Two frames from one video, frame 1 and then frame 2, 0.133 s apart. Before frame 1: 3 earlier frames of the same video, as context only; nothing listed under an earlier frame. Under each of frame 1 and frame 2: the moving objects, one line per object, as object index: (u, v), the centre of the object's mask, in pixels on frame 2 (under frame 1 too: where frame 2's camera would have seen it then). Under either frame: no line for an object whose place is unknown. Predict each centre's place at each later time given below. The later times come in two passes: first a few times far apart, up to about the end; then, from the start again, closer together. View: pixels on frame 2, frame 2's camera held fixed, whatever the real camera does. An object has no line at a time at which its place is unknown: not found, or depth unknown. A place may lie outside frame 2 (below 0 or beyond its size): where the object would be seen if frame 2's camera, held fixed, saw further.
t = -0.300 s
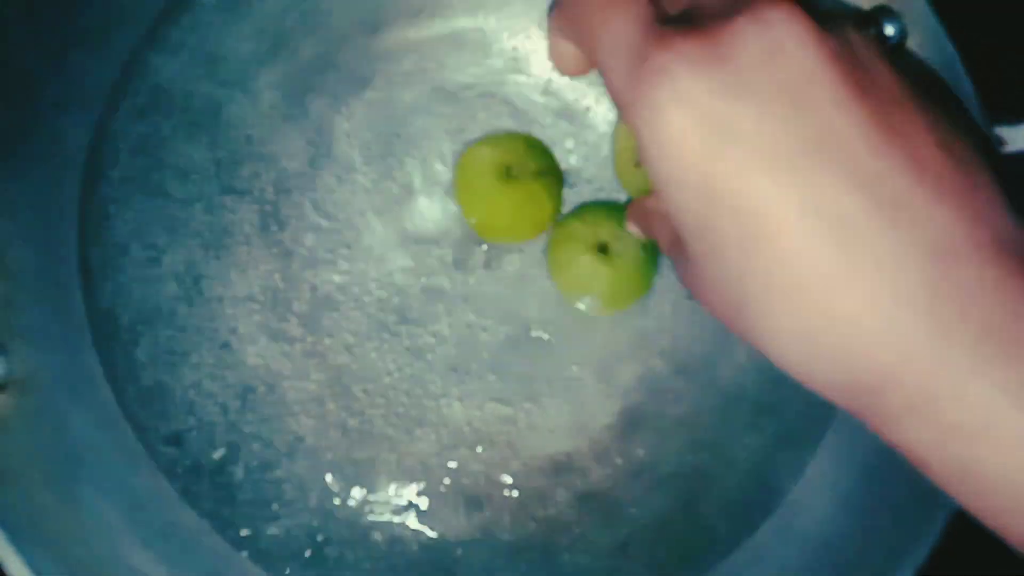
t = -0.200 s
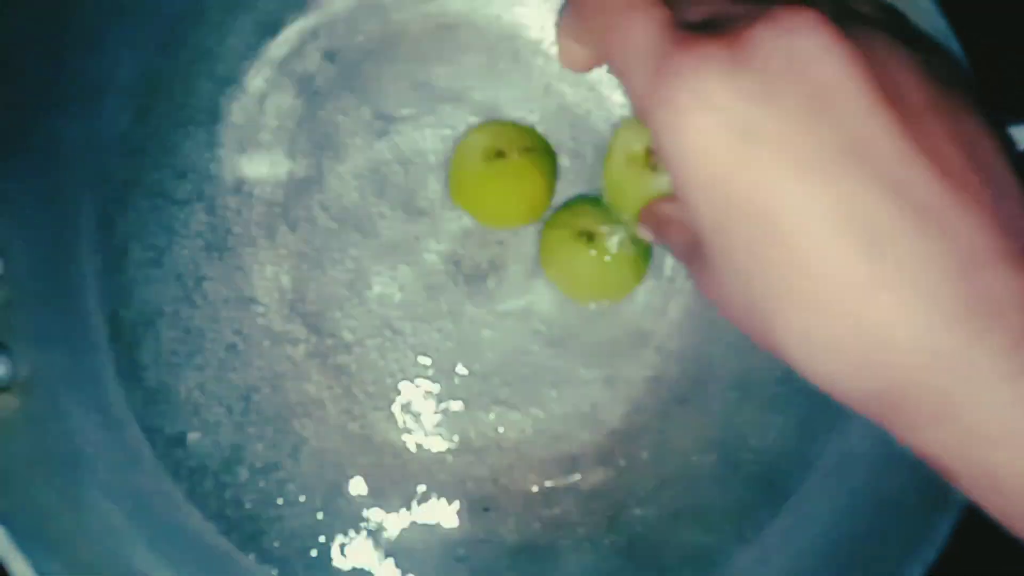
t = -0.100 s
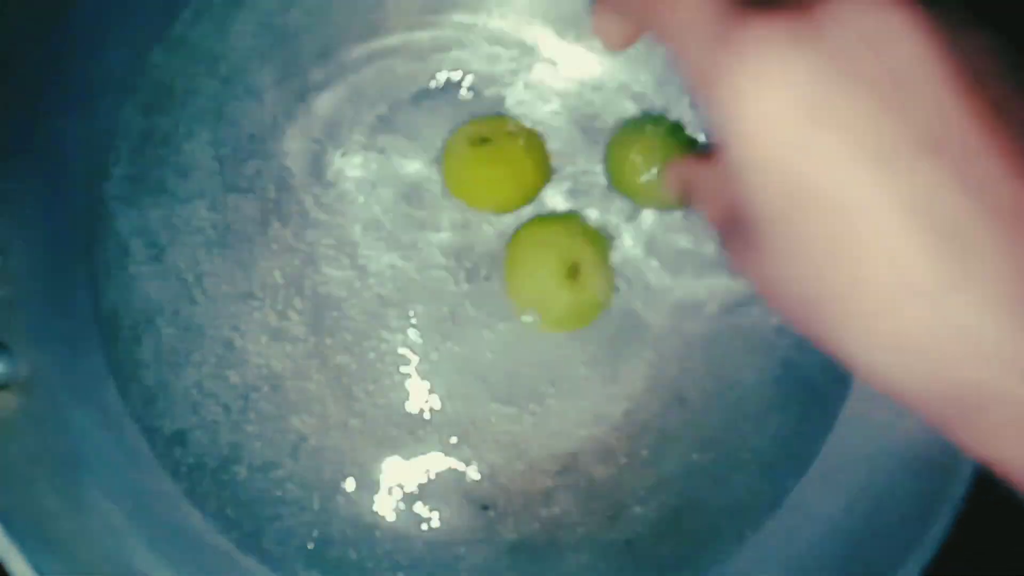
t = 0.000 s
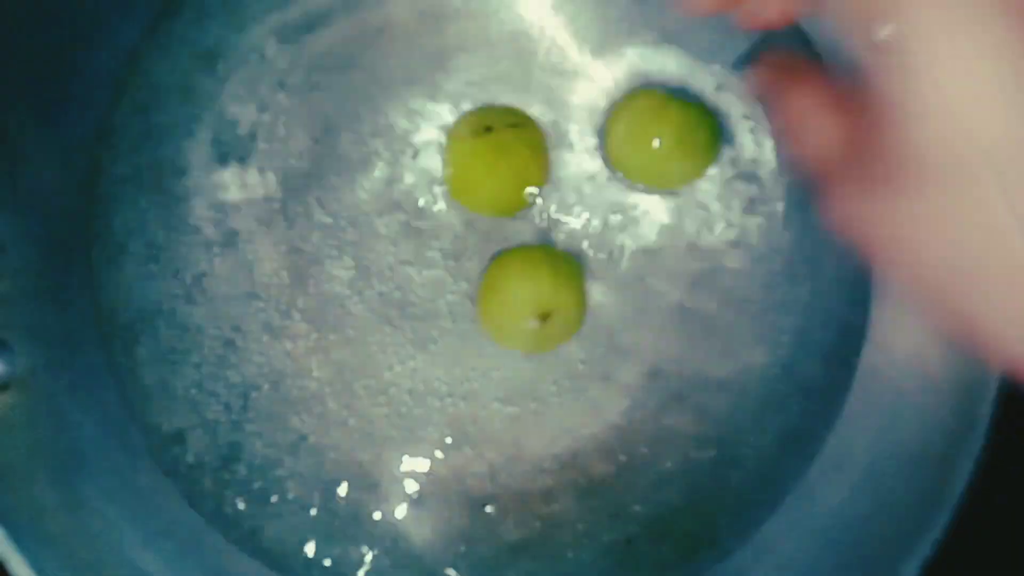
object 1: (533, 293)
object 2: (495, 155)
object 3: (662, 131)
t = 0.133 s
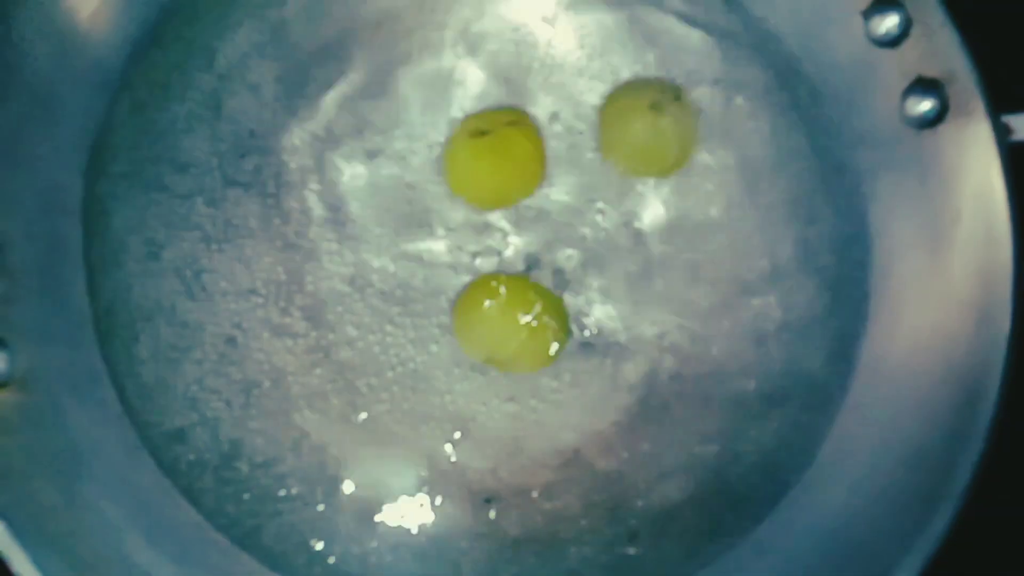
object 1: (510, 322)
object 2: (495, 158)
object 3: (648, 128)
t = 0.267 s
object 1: (498, 344)
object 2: (498, 160)
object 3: (624, 134)
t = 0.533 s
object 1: (473, 352)
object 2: (494, 172)
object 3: (597, 140)
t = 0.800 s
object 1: (463, 348)
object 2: (479, 198)
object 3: (580, 148)
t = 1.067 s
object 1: (479, 339)
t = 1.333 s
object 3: (557, 167)
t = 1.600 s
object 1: (490, 348)
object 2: (457, 235)
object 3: (545, 174)
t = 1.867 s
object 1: (483, 344)
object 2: (453, 236)
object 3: (539, 175)
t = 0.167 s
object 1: (507, 327)
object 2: (497, 157)
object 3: (642, 129)
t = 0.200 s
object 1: (502, 333)
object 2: (493, 158)
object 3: (638, 130)
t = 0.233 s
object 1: (500, 338)
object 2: (497, 159)
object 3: (630, 131)
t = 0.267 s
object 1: (498, 344)
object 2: (498, 160)
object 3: (624, 134)
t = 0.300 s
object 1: (494, 348)
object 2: (498, 161)
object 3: (615, 139)
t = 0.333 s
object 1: (491, 349)
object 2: (500, 163)
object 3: (612, 140)
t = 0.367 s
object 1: (488, 353)
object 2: (501, 165)
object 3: (607, 140)
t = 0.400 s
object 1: (485, 352)
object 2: (502, 165)
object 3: (603, 140)
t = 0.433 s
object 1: (481, 358)
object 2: (497, 165)
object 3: (602, 139)
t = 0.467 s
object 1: (478, 359)
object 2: (494, 169)
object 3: (606, 138)
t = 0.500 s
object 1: (473, 358)
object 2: (496, 171)
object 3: (605, 139)
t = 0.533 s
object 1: (473, 352)
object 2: (494, 172)
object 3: (597, 140)
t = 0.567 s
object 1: (471, 354)
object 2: (490, 174)
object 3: (593, 141)
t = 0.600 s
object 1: (467, 358)
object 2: (490, 177)
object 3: (590, 141)
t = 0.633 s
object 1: (467, 358)
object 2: (492, 179)
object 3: (587, 143)
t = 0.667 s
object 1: (467, 358)
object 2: (488, 184)
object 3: (584, 145)
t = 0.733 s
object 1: (463, 354)
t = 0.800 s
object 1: (463, 348)
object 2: (479, 198)
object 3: (580, 148)
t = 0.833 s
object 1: (464, 349)
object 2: (477, 200)
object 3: (578, 150)
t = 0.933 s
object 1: (468, 345)
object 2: (476, 211)
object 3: (575, 154)
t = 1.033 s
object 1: (475, 341)
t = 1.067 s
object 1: (479, 339)
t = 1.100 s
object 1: (481, 338)
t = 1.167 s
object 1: (485, 336)
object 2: (476, 225)
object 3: (564, 165)
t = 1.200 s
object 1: (488, 338)
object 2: (472, 226)
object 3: (560, 168)
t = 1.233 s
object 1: (490, 339)
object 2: (471, 227)
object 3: (558, 168)
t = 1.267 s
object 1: (492, 339)
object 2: (471, 226)
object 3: (558, 168)
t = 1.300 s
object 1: (494, 339)
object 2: (471, 227)
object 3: (558, 169)
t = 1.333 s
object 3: (557, 167)
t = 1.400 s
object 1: (494, 340)
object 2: (466, 228)
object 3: (555, 169)
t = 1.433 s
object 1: (495, 343)
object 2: (466, 230)
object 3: (554, 170)
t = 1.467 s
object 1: (494, 343)
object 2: (463, 231)
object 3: (551, 170)
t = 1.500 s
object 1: (494, 344)
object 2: (461, 231)
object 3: (550, 170)
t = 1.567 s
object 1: (492, 346)
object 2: (461, 233)
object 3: (547, 173)
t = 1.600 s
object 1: (490, 348)
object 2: (457, 235)
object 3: (545, 174)
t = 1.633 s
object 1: (489, 349)
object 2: (455, 236)
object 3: (545, 175)
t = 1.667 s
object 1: (487, 348)
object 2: (455, 236)
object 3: (544, 176)
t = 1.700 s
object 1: (486, 348)
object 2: (455, 236)
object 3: (543, 177)
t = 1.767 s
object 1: (484, 347)
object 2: (452, 237)
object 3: (540, 177)
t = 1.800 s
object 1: (483, 346)
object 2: (452, 237)
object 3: (540, 176)
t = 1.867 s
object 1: (483, 344)
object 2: (453, 236)
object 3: (539, 175)
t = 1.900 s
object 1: (481, 345)
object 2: (451, 236)
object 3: (538, 174)
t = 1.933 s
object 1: (475, 346)
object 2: (450, 235)
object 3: (535, 171)
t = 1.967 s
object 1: (472, 346)
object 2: (448, 235)
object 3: (534, 170)
